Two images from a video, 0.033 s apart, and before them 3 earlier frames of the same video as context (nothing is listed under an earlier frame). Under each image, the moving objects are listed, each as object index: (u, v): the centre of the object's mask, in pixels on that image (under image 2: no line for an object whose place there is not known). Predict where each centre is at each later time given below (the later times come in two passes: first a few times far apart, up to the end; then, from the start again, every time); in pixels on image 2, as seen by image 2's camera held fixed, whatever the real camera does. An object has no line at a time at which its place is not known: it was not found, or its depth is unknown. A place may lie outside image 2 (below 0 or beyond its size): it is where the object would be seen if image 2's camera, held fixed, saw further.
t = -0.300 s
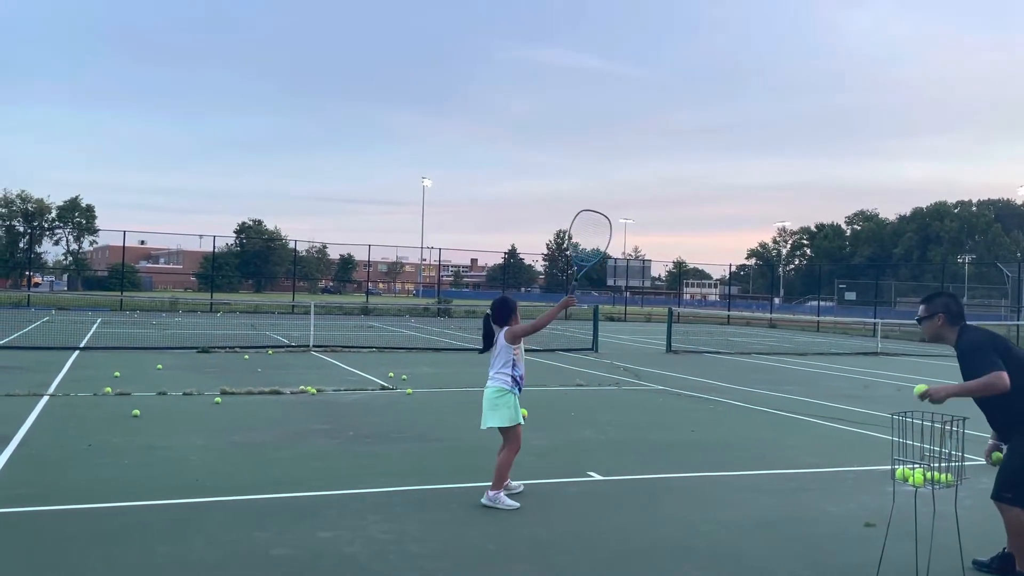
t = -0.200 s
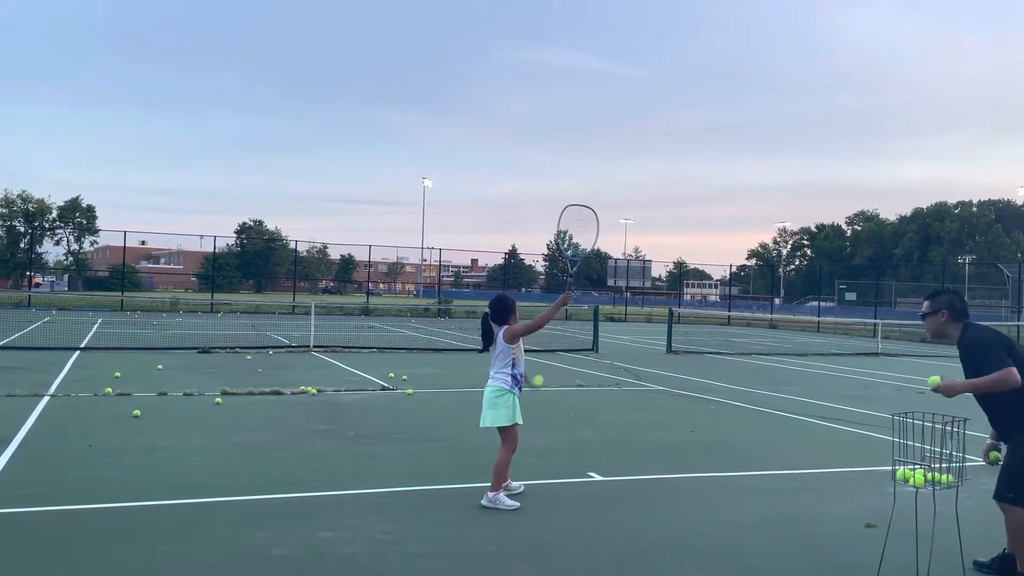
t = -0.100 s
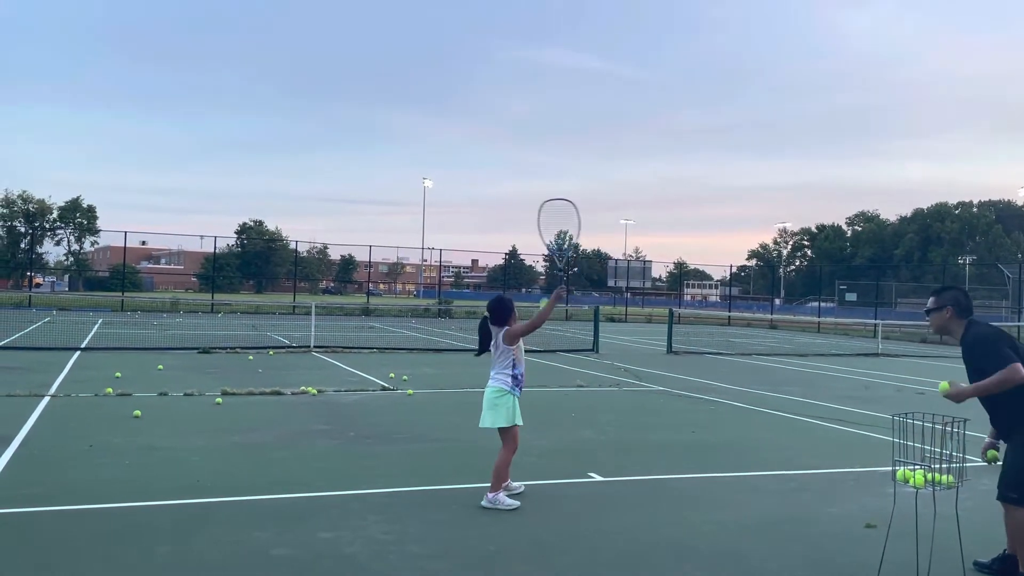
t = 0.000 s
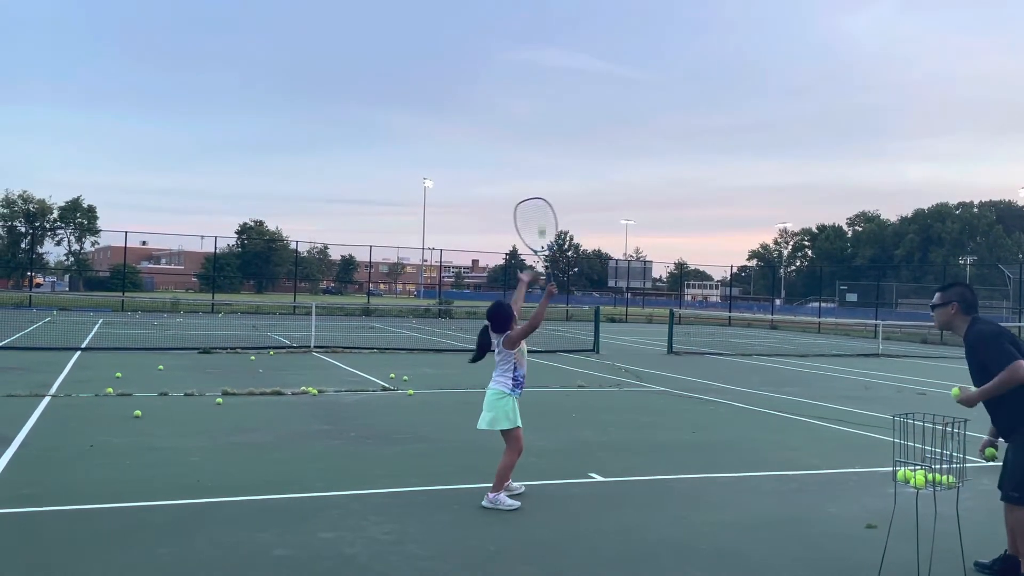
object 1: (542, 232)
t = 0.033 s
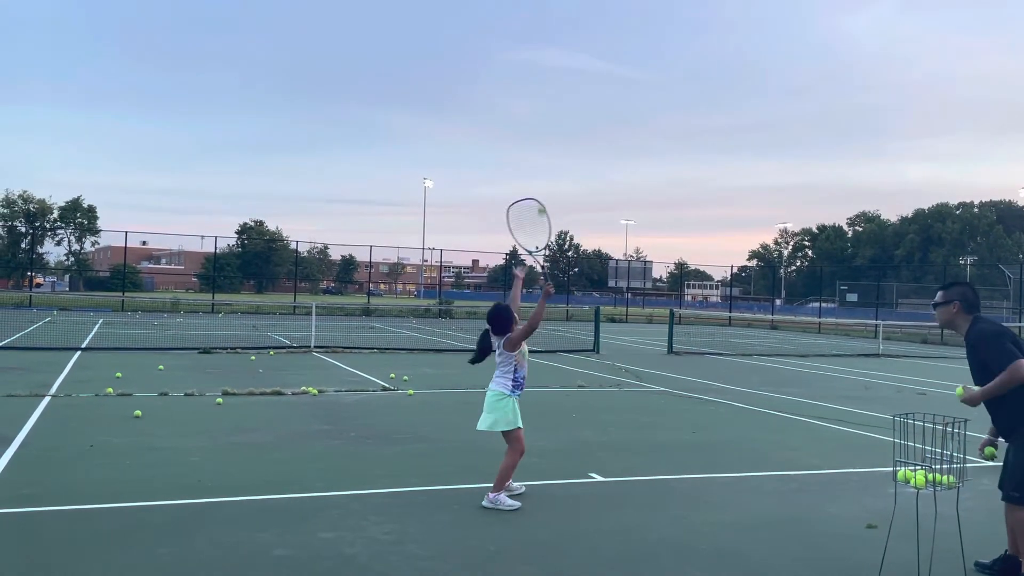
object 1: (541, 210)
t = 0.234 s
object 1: (534, 113)
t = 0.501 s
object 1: (521, 69)
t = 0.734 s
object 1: (506, 110)
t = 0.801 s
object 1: (502, 136)
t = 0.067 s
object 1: (540, 190)
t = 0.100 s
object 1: (538, 172)
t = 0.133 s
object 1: (537, 155)
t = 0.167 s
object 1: (536, 139)
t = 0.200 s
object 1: (535, 125)
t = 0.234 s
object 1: (534, 113)
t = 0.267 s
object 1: (532, 102)
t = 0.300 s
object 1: (531, 93)
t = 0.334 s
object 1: (529, 85)
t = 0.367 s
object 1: (528, 79)
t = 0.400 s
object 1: (526, 74)
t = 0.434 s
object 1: (524, 71)
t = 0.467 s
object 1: (522, 69)
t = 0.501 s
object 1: (521, 69)
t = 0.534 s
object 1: (519, 70)
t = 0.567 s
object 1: (517, 73)
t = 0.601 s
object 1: (515, 77)
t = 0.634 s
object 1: (513, 83)
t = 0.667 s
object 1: (511, 91)
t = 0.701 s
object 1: (509, 100)
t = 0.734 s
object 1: (506, 110)
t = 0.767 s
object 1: (504, 123)
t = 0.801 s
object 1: (502, 136)
